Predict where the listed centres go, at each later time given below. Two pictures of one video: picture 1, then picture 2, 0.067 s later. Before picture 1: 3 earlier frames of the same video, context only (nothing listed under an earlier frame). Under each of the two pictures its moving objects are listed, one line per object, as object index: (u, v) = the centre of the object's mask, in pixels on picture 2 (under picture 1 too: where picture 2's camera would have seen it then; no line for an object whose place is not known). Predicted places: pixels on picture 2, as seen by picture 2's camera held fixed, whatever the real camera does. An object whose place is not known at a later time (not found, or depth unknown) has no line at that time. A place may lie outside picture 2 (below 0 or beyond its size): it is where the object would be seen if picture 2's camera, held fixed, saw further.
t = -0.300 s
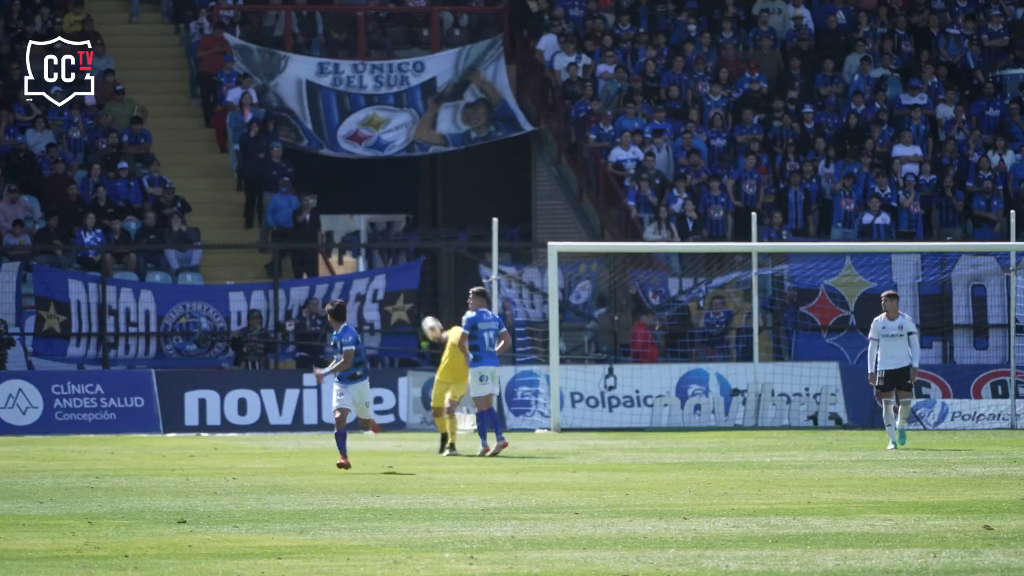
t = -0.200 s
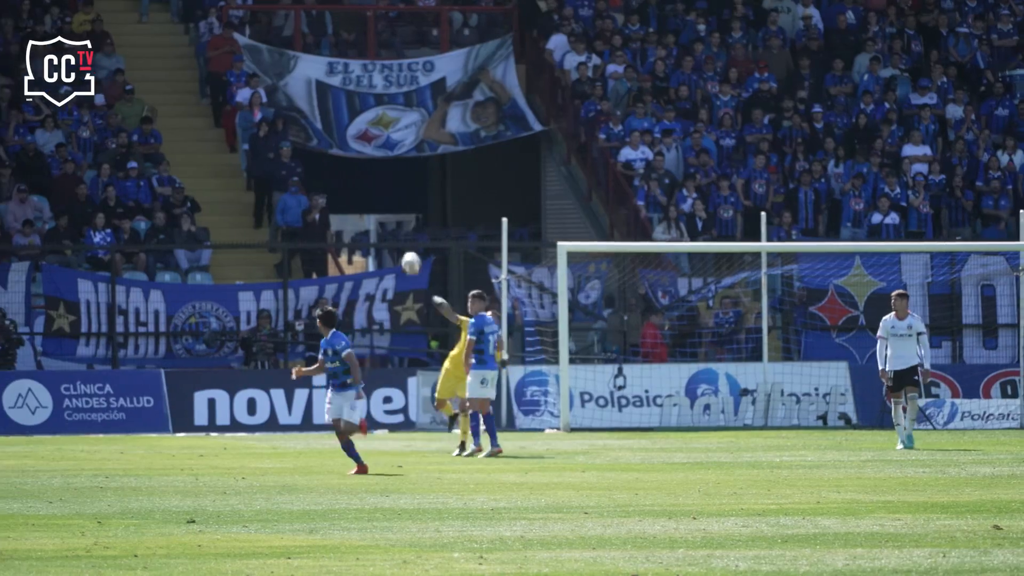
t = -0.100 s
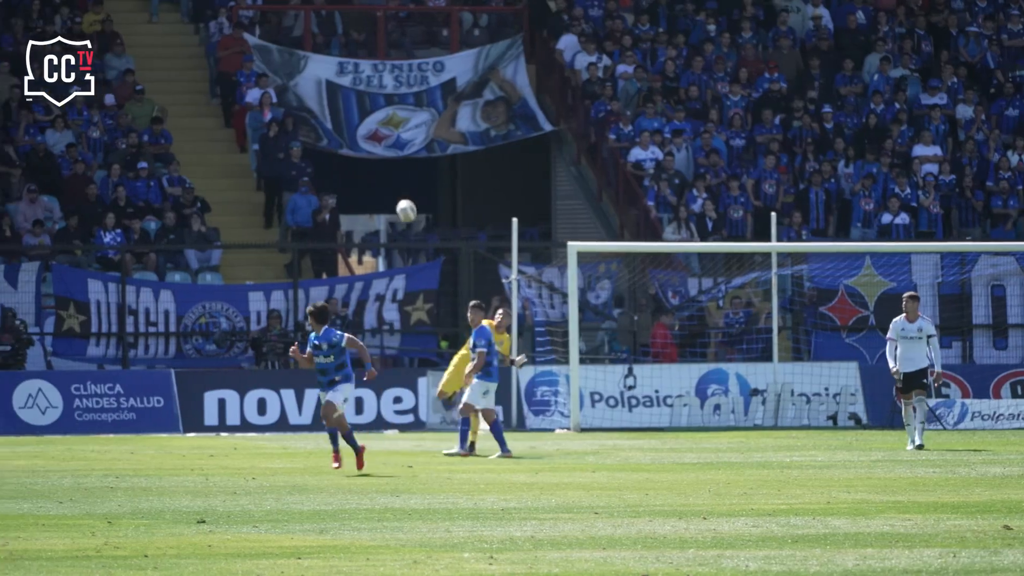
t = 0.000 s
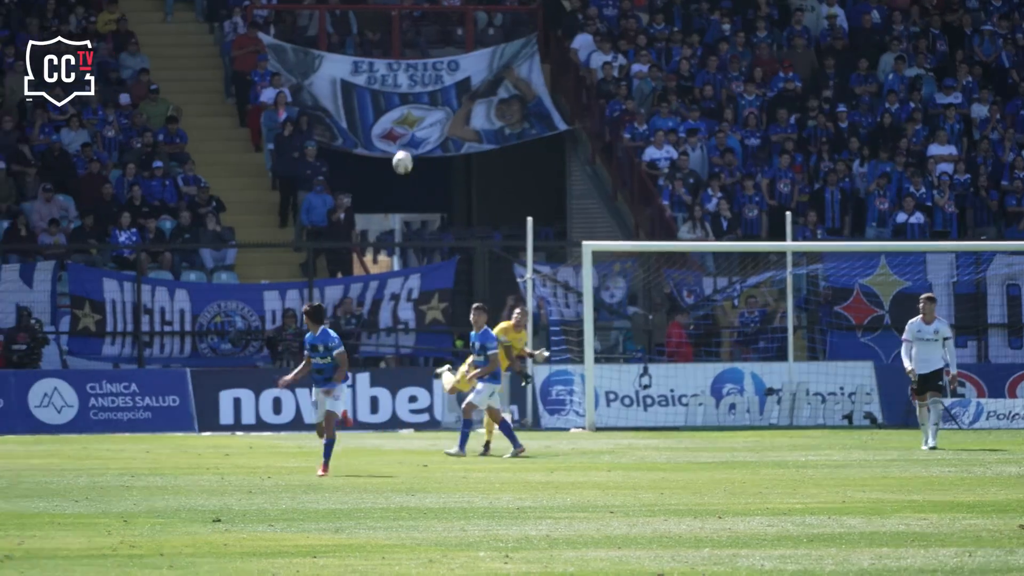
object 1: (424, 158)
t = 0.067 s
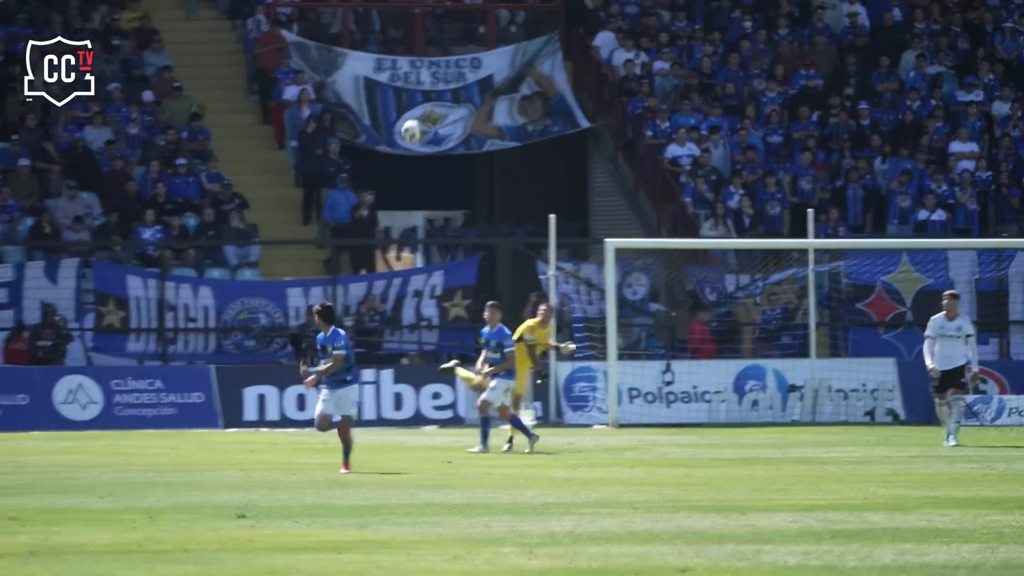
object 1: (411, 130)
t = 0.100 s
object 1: (405, 118)
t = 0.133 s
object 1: (398, 108)
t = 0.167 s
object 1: (391, 97)
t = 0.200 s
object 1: (382, 87)
